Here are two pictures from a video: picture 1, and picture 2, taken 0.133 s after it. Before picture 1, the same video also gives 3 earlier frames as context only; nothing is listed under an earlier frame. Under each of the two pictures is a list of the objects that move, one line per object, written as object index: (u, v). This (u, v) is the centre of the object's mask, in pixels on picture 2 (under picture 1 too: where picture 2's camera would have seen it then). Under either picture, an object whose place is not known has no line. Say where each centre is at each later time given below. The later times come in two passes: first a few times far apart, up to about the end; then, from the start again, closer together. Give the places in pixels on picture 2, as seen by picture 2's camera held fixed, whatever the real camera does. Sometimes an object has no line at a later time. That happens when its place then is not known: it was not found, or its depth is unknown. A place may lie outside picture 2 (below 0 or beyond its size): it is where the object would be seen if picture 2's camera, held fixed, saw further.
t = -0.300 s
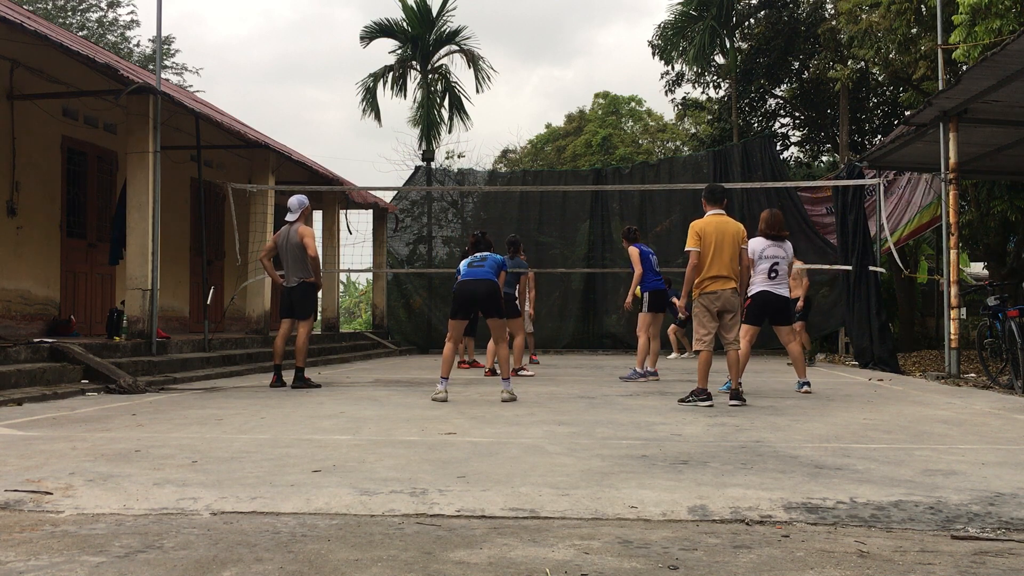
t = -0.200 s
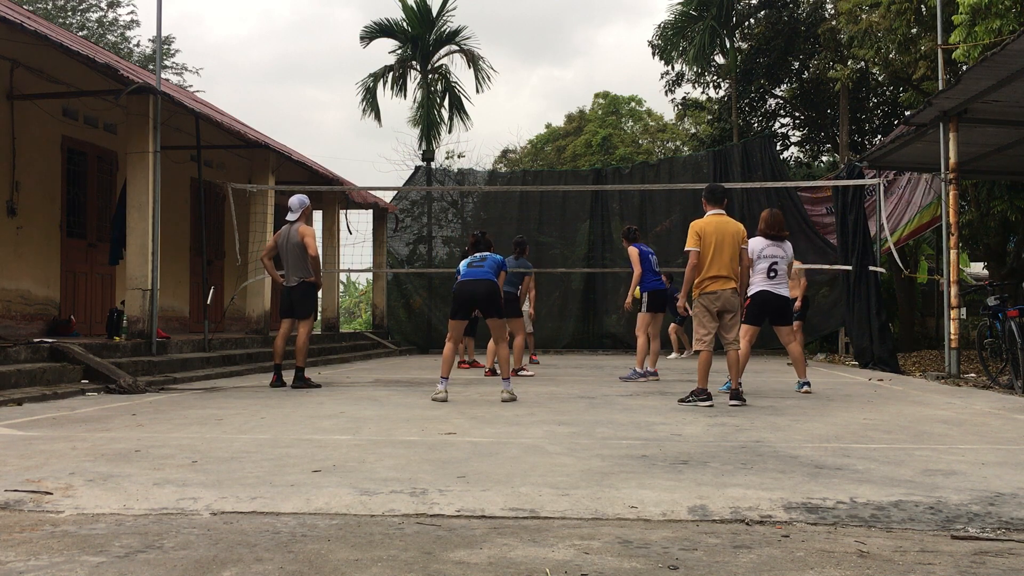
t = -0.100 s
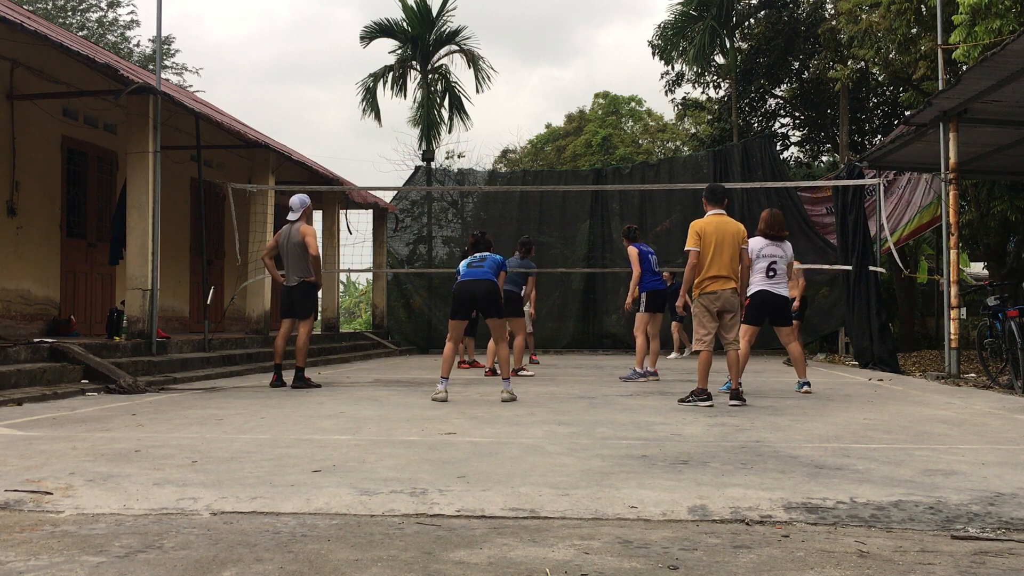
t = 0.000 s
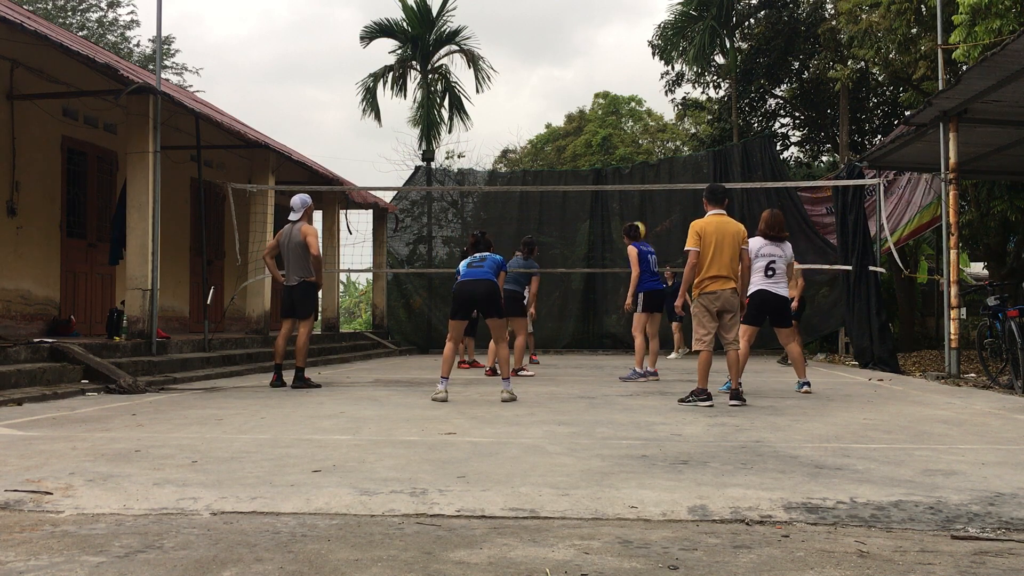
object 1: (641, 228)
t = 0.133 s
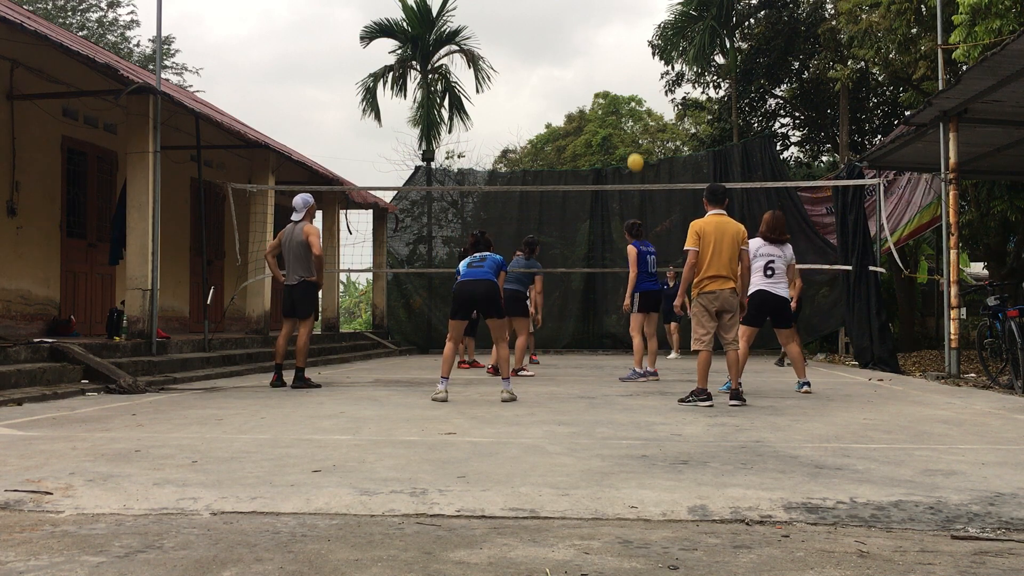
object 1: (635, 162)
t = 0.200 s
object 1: (632, 132)
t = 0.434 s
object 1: (624, 45)
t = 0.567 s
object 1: (620, 9)
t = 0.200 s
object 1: (632, 132)
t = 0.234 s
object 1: (631, 117)
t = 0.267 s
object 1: (629, 104)
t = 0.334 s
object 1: (627, 78)
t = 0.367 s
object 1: (626, 67)
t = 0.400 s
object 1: (625, 55)
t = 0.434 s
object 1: (624, 45)
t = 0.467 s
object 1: (623, 35)
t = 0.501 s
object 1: (622, 25)
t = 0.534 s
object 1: (621, 17)
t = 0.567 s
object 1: (620, 9)
